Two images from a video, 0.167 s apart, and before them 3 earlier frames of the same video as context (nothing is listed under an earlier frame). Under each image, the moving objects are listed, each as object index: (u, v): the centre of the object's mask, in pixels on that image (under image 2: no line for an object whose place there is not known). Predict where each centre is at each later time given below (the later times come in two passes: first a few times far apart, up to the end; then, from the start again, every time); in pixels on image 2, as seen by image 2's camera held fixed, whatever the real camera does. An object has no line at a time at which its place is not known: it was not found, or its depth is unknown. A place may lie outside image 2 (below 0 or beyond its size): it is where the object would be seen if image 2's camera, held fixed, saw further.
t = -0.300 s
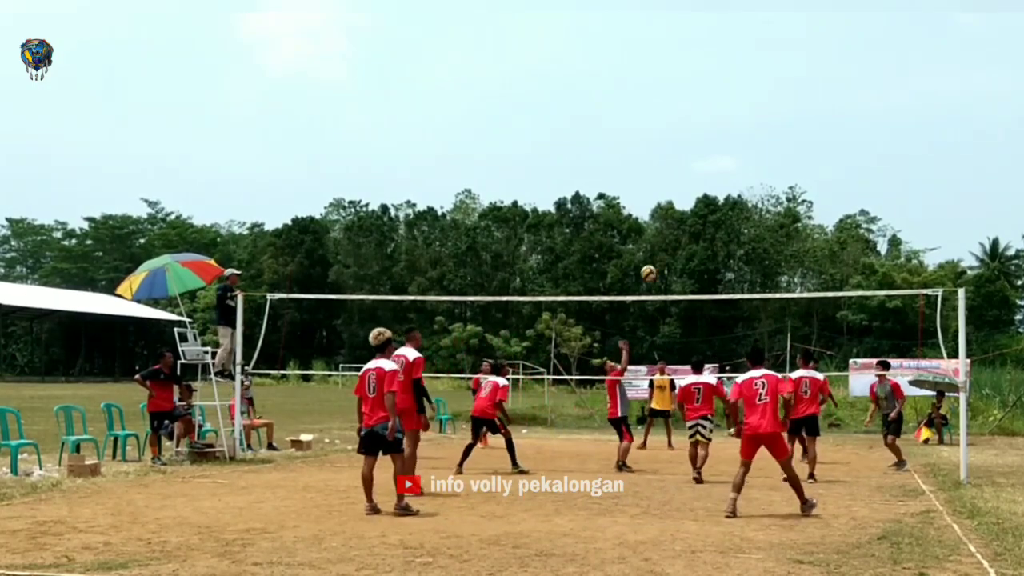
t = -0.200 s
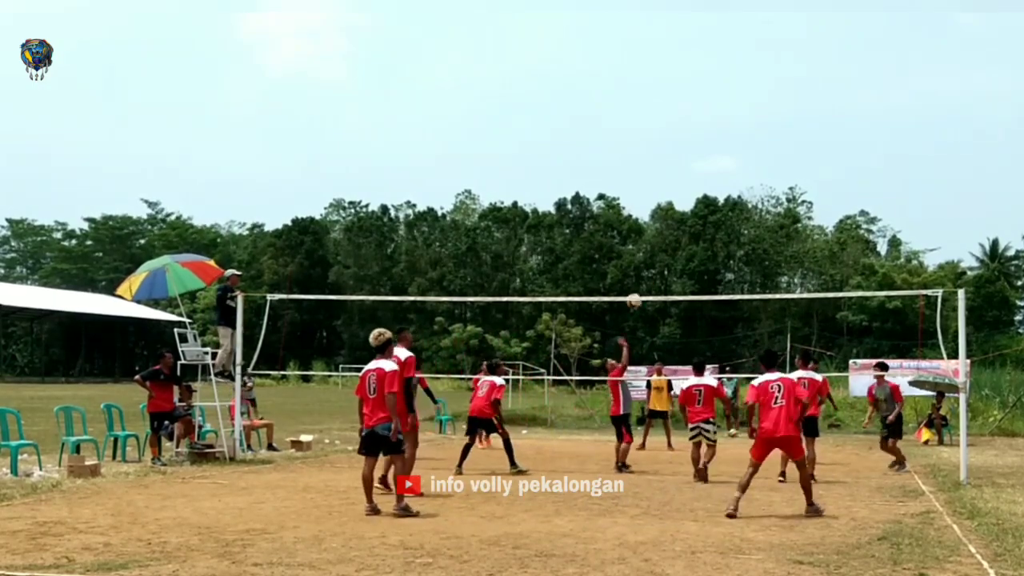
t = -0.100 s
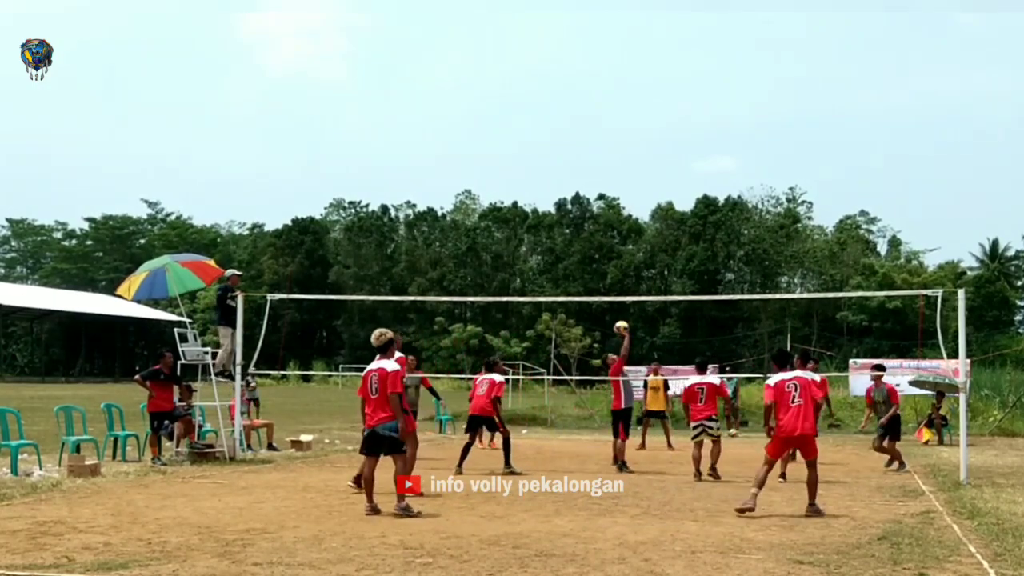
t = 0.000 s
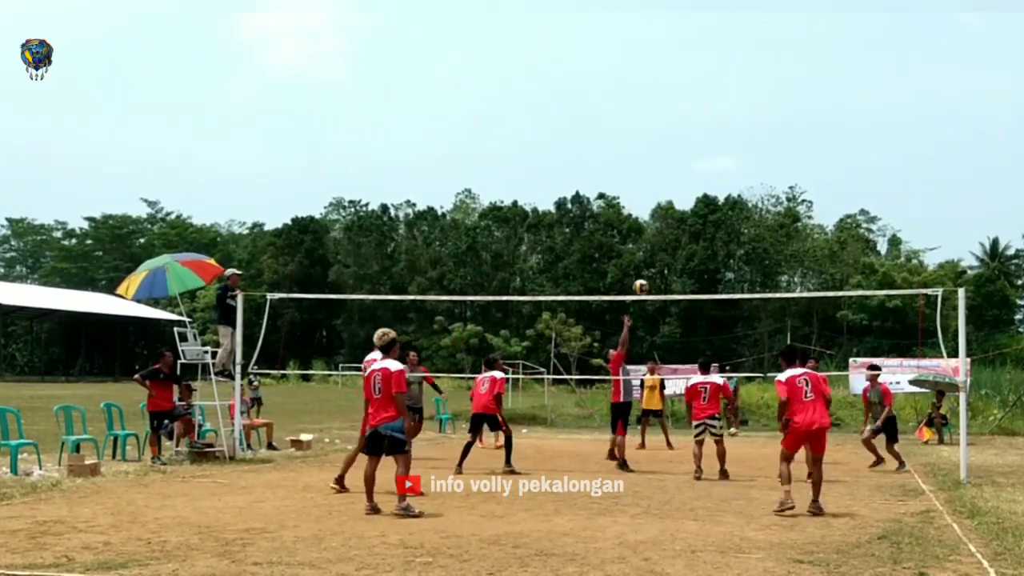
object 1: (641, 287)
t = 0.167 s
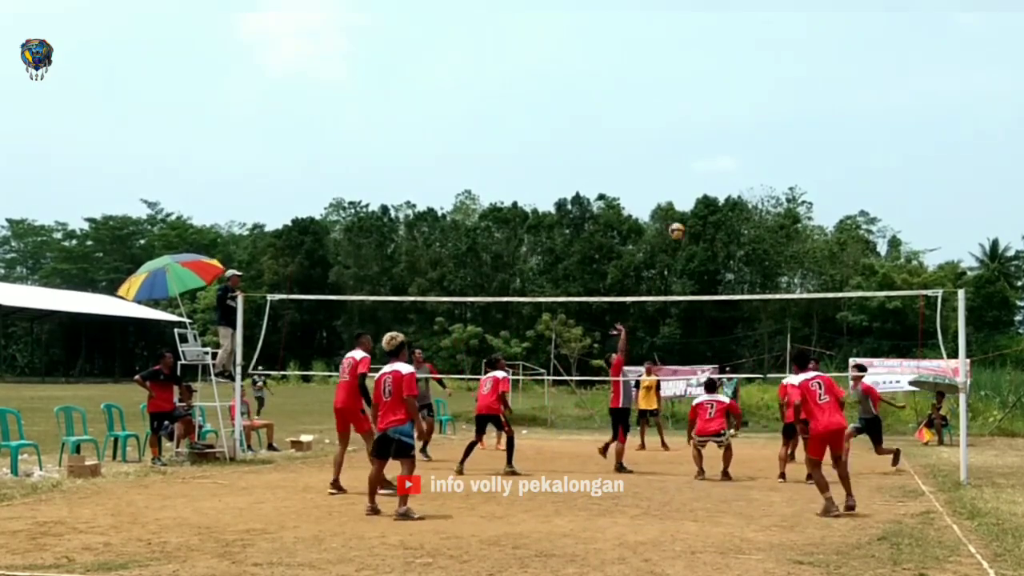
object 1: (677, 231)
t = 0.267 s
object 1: (698, 206)
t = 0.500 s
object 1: (747, 174)
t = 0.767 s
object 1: (800, 186)
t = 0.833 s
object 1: (813, 197)
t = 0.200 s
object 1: (684, 222)
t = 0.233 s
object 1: (691, 214)
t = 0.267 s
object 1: (698, 206)
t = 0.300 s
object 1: (705, 199)
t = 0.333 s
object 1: (712, 193)
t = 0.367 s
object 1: (719, 187)
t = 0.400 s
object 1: (726, 183)
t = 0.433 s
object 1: (733, 179)
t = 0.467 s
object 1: (740, 176)
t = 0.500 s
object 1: (747, 174)
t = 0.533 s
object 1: (753, 172)
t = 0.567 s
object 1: (760, 172)
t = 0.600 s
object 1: (767, 173)
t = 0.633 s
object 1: (774, 174)
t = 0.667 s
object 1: (780, 175)
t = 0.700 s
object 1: (787, 178)
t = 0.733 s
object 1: (794, 182)
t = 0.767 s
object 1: (800, 186)
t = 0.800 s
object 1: (807, 191)
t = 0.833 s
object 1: (813, 197)
